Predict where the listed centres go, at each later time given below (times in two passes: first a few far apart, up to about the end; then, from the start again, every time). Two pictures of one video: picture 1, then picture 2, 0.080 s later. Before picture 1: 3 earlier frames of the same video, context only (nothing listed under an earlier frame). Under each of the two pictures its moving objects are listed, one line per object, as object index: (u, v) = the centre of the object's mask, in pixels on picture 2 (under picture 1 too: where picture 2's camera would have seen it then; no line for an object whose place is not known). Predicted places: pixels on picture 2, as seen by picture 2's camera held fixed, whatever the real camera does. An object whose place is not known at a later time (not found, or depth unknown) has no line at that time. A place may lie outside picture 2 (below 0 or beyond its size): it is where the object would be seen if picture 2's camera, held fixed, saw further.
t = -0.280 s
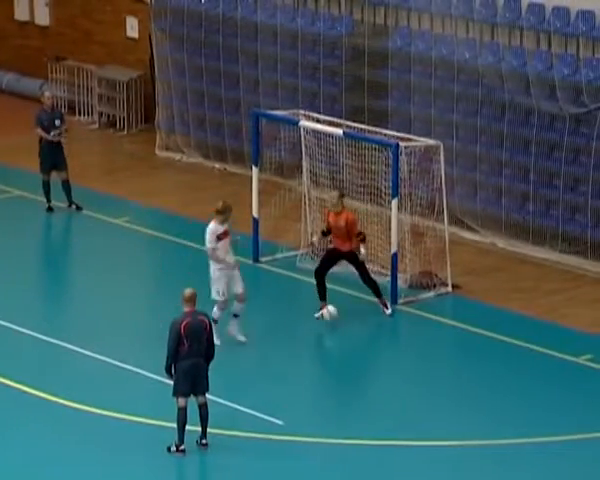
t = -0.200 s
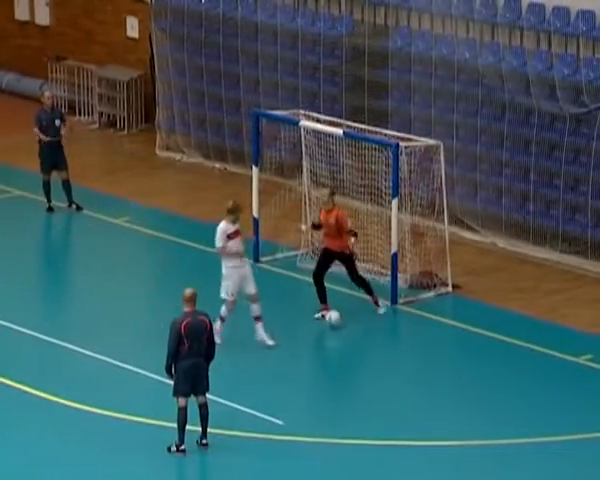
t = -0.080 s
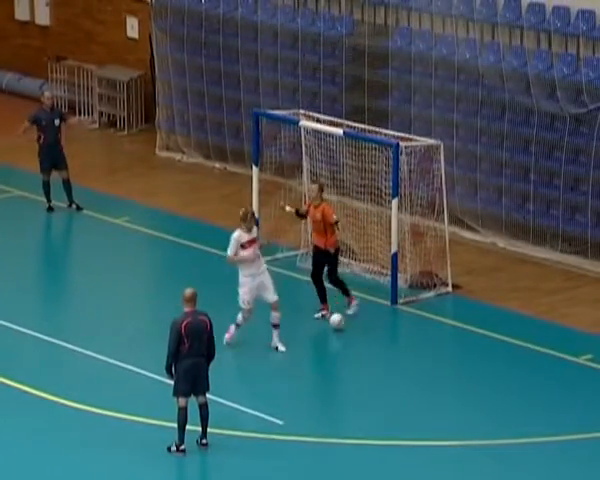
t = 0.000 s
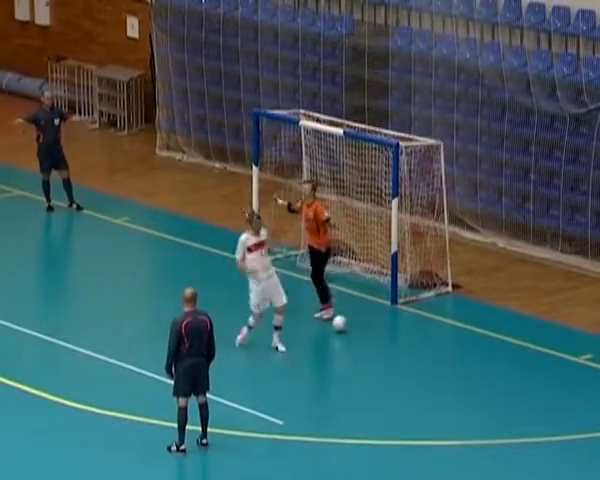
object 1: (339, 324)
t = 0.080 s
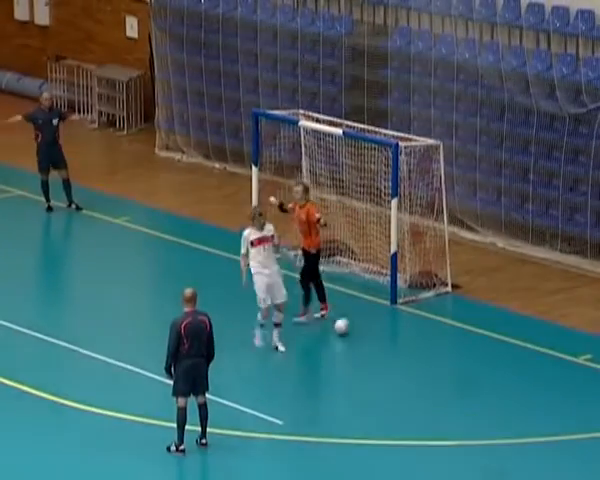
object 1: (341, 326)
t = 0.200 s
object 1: (346, 329)
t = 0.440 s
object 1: (353, 335)
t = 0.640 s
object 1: (359, 340)
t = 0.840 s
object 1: (365, 344)
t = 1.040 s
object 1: (371, 349)
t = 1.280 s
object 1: (378, 355)
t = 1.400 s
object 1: (381, 358)
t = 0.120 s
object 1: (343, 327)
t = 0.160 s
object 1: (344, 328)
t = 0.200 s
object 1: (346, 329)
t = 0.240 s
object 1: (347, 330)
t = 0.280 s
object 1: (348, 331)
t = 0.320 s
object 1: (350, 331)
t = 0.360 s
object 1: (351, 333)
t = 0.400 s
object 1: (352, 334)
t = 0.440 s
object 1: (353, 335)
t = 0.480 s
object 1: (354, 336)
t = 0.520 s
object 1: (356, 337)
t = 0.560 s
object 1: (357, 338)
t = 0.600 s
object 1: (358, 339)
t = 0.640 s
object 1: (359, 340)
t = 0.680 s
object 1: (360, 340)
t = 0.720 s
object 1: (362, 342)
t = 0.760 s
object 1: (363, 343)
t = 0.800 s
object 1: (364, 344)
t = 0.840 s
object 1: (365, 344)
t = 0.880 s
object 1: (366, 346)
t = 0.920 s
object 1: (367, 346)
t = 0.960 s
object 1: (368, 347)
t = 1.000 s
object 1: (370, 348)
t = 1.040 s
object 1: (371, 349)
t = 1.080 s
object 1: (372, 350)
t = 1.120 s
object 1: (373, 352)
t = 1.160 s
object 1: (374, 353)
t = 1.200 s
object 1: (376, 353)
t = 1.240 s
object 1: (376, 355)
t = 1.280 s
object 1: (378, 355)
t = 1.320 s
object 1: (378, 356)
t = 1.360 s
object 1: (379, 358)
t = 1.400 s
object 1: (381, 358)
